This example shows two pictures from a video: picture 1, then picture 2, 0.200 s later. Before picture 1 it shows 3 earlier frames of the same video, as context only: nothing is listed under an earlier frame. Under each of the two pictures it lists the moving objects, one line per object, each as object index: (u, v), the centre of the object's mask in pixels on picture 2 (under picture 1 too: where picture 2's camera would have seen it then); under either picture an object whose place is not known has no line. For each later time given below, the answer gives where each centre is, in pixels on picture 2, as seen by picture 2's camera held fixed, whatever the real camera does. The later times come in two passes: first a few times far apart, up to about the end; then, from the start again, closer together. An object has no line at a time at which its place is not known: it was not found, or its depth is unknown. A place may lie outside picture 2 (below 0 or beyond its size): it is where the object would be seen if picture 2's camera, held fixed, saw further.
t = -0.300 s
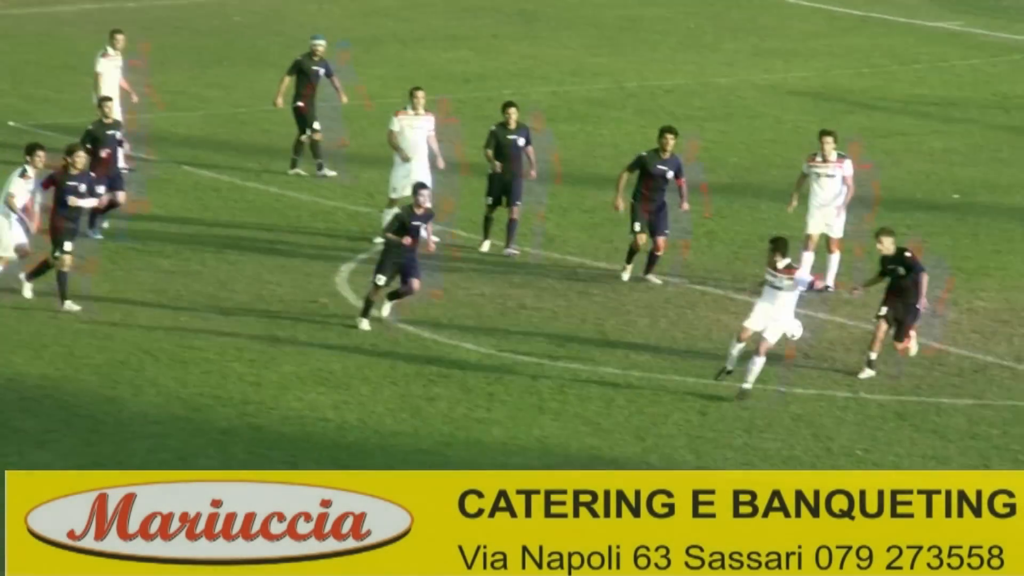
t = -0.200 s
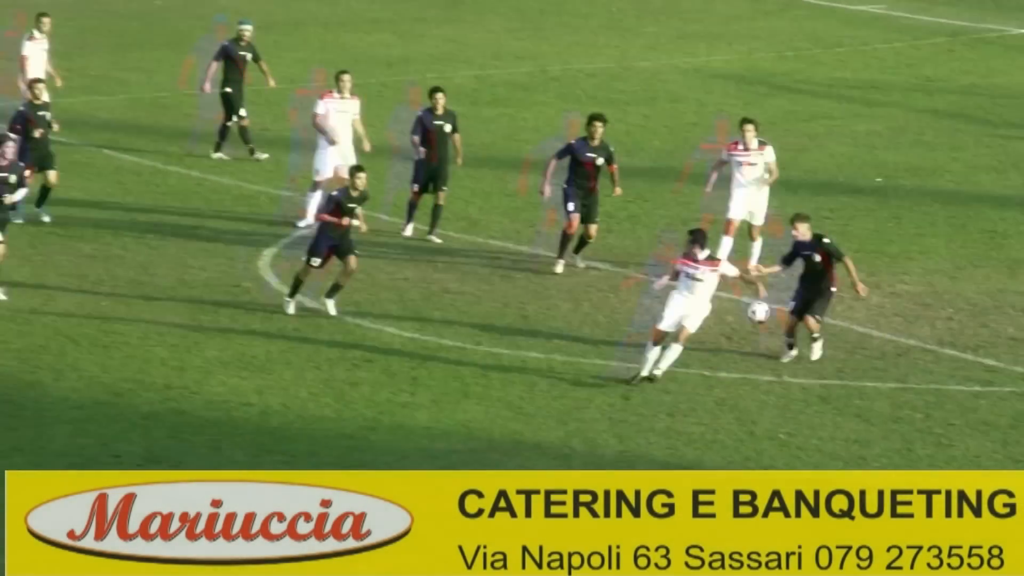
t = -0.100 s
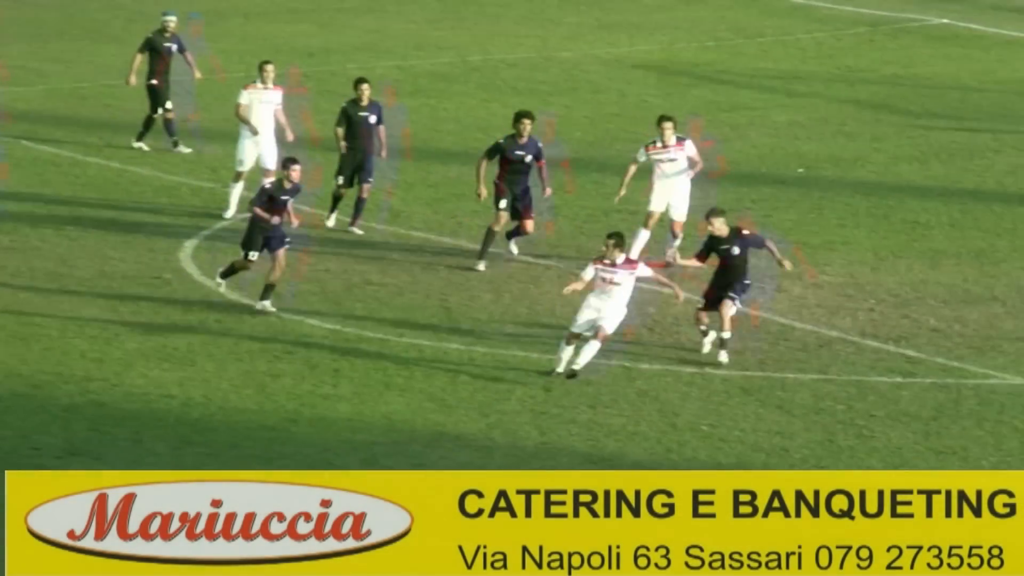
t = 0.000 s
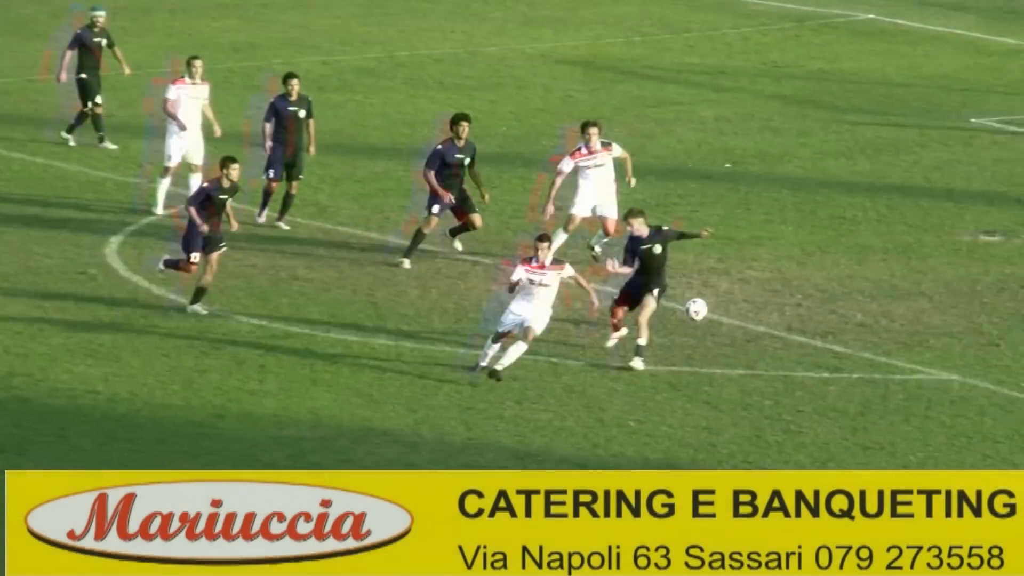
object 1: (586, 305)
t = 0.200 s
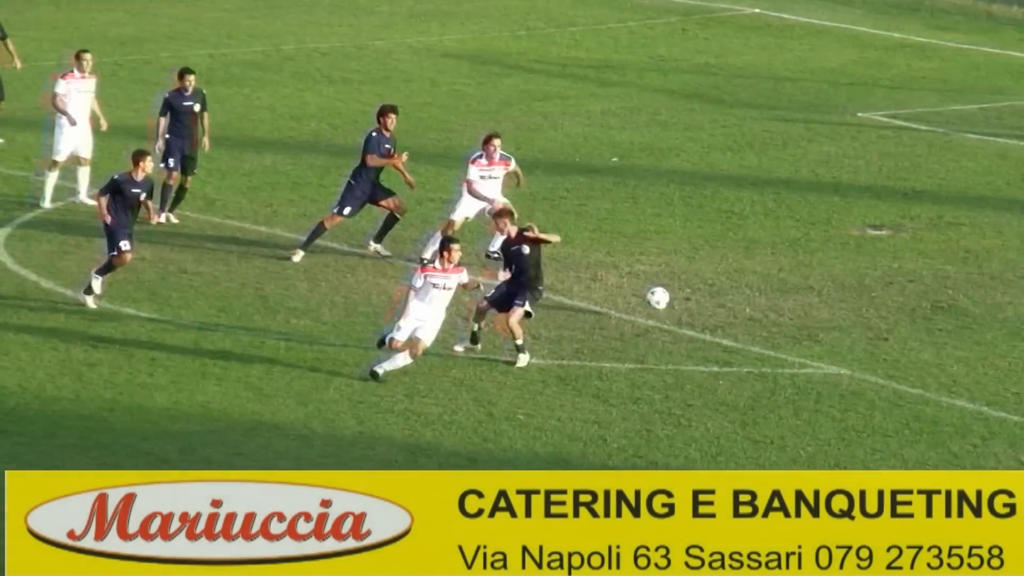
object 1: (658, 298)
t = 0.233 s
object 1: (667, 293)
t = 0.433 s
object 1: (722, 270)
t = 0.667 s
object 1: (784, 262)
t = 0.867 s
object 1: (837, 270)
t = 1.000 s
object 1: (871, 284)
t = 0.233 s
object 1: (667, 293)
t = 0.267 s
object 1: (677, 288)
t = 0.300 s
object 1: (686, 283)
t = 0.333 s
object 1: (695, 279)
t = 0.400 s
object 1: (713, 273)
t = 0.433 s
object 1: (722, 270)
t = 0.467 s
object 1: (731, 268)
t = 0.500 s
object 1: (740, 266)
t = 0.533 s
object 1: (749, 264)
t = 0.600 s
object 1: (767, 262)
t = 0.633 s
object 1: (775, 262)
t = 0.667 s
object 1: (784, 262)
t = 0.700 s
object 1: (793, 262)
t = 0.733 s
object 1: (802, 263)
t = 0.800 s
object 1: (820, 266)
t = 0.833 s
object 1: (828, 268)
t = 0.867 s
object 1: (837, 270)
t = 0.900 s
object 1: (846, 273)
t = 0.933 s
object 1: (854, 276)
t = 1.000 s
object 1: (871, 284)
